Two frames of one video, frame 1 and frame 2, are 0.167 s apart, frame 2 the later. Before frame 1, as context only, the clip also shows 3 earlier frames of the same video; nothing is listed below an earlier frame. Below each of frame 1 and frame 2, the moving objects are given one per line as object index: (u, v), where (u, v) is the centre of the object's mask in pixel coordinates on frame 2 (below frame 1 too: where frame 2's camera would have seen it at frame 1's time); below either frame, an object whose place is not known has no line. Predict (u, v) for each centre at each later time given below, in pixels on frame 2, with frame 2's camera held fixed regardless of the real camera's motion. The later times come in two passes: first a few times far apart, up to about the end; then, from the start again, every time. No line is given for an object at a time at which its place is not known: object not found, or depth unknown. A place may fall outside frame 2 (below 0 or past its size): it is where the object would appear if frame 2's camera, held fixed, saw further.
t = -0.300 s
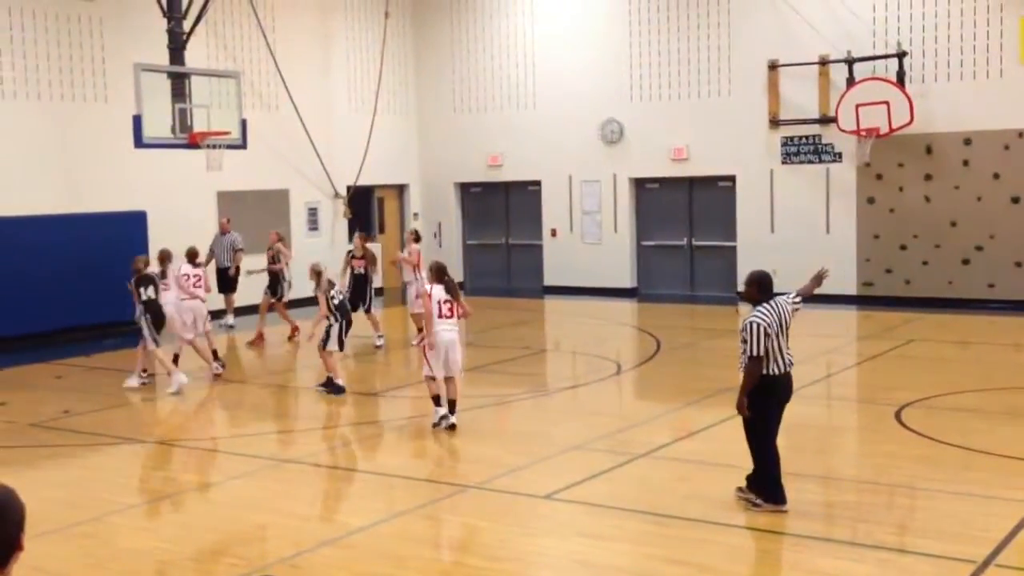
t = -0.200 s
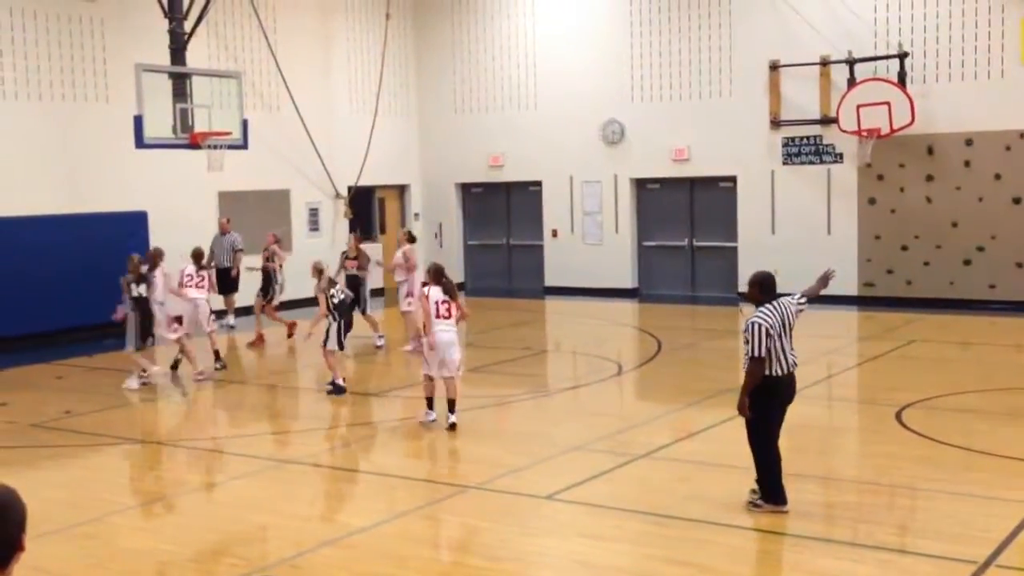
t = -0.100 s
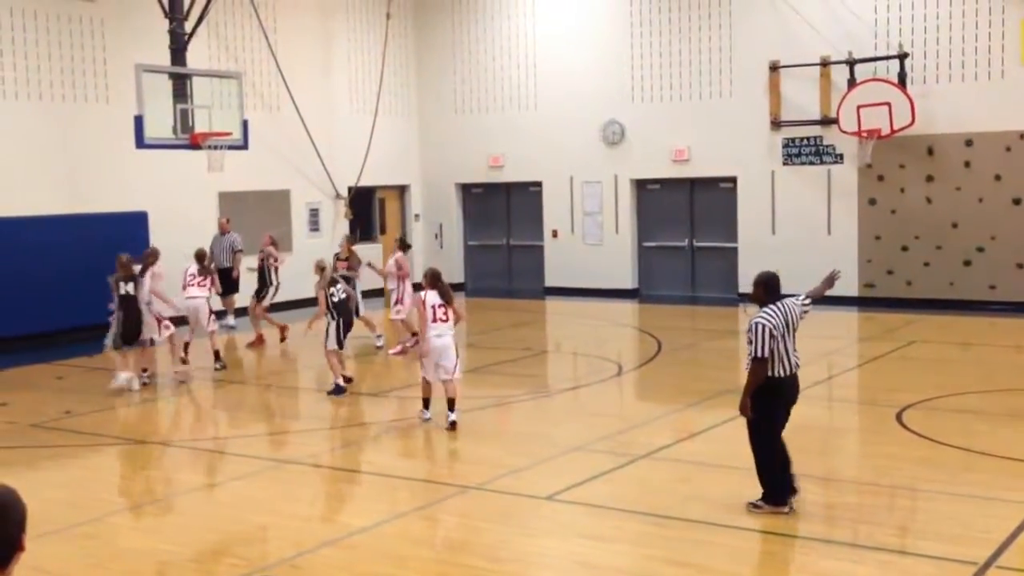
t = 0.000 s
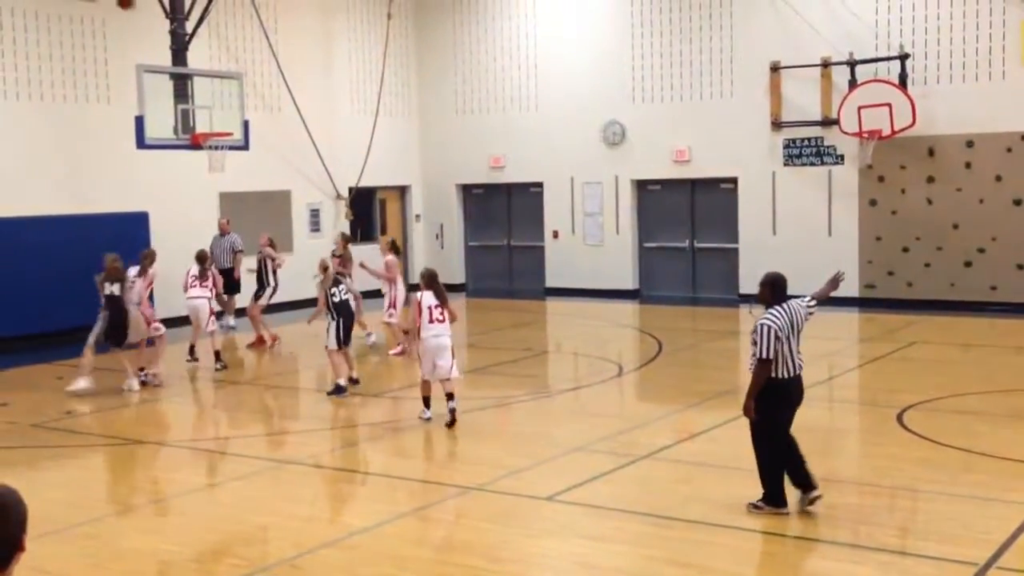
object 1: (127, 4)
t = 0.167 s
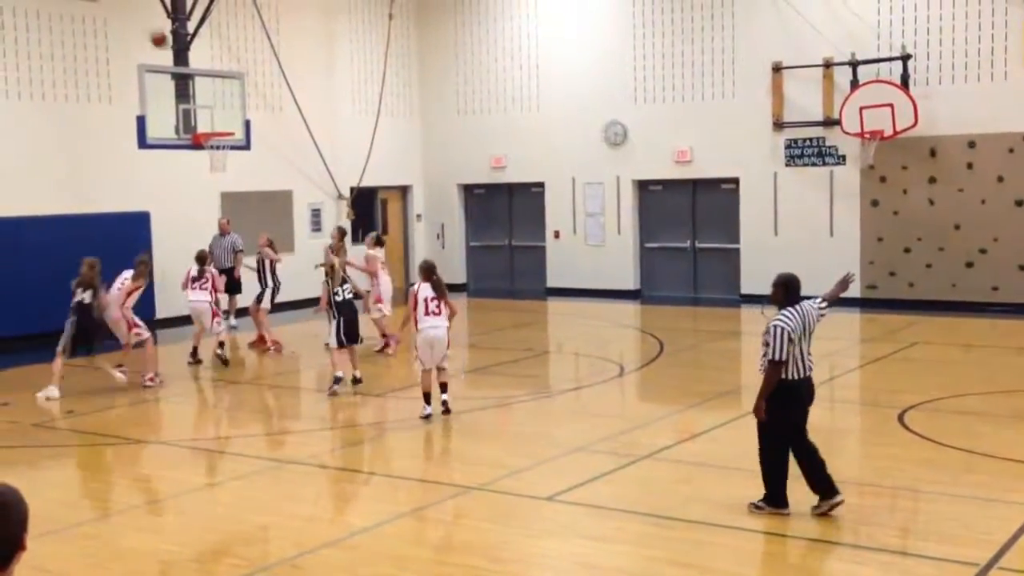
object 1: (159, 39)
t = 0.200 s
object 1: (164, 48)
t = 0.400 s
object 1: (201, 120)
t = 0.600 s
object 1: (230, 77)
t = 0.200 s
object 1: (164, 48)
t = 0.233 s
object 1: (171, 58)
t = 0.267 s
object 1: (178, 70)
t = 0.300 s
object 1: (184, 83)
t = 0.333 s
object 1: (190, 95)
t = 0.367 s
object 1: (196, 108)
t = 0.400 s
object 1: (201, 120)
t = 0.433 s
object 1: (207, 120)
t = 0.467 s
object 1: (211, 110)
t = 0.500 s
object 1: (217, 100)
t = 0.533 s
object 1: (220, 92)
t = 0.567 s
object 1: (225, 85)
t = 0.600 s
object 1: (230, 77)
